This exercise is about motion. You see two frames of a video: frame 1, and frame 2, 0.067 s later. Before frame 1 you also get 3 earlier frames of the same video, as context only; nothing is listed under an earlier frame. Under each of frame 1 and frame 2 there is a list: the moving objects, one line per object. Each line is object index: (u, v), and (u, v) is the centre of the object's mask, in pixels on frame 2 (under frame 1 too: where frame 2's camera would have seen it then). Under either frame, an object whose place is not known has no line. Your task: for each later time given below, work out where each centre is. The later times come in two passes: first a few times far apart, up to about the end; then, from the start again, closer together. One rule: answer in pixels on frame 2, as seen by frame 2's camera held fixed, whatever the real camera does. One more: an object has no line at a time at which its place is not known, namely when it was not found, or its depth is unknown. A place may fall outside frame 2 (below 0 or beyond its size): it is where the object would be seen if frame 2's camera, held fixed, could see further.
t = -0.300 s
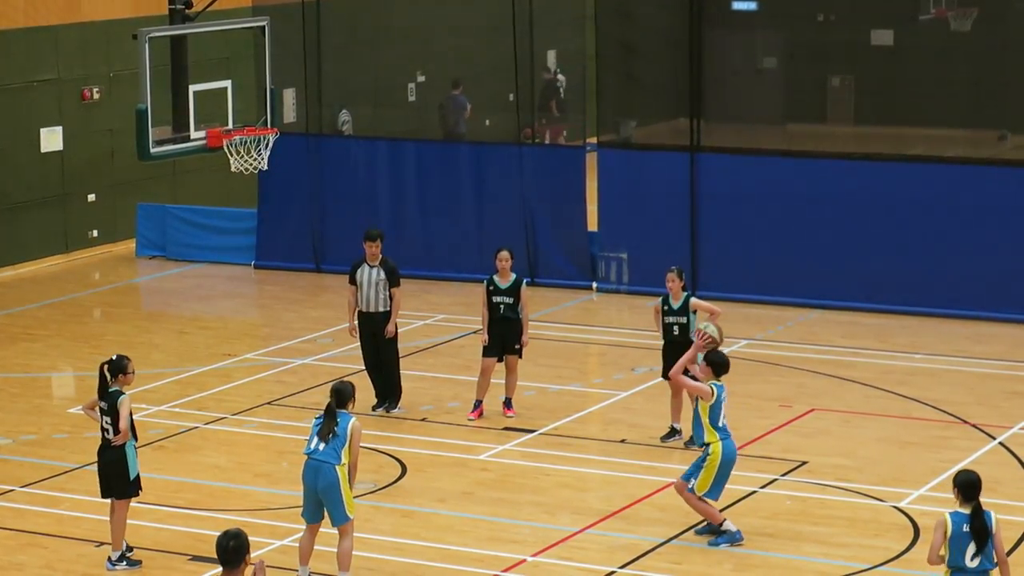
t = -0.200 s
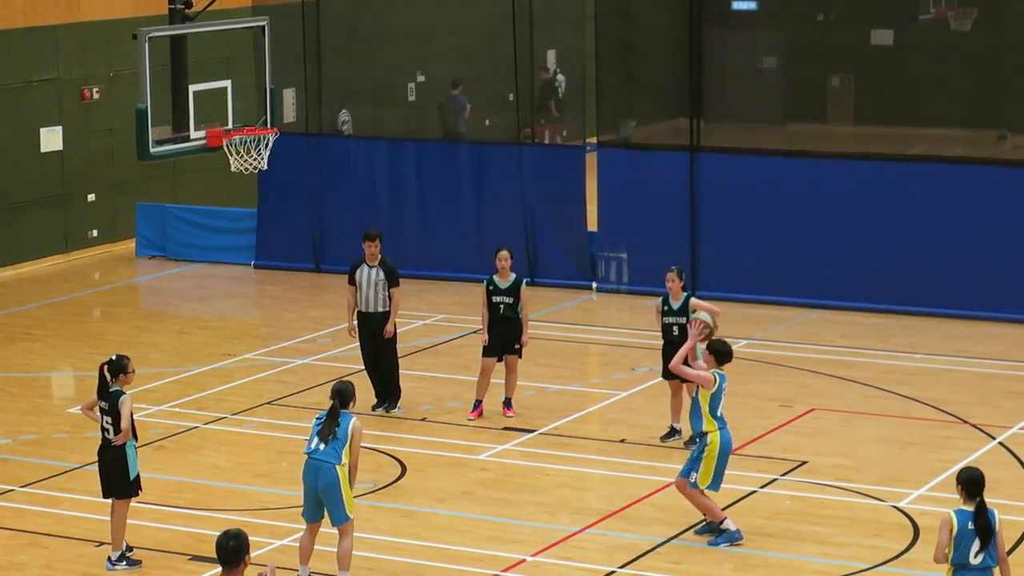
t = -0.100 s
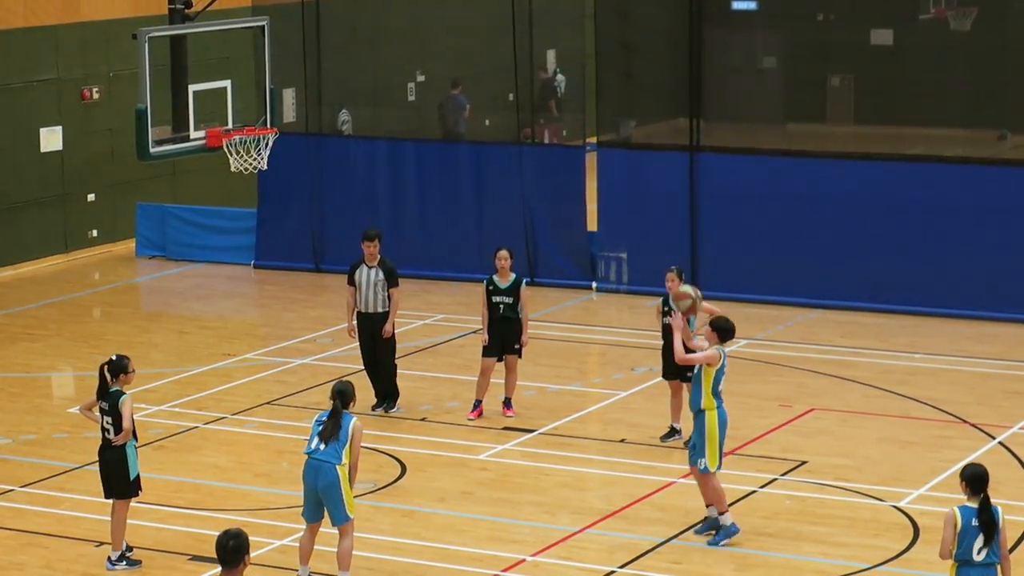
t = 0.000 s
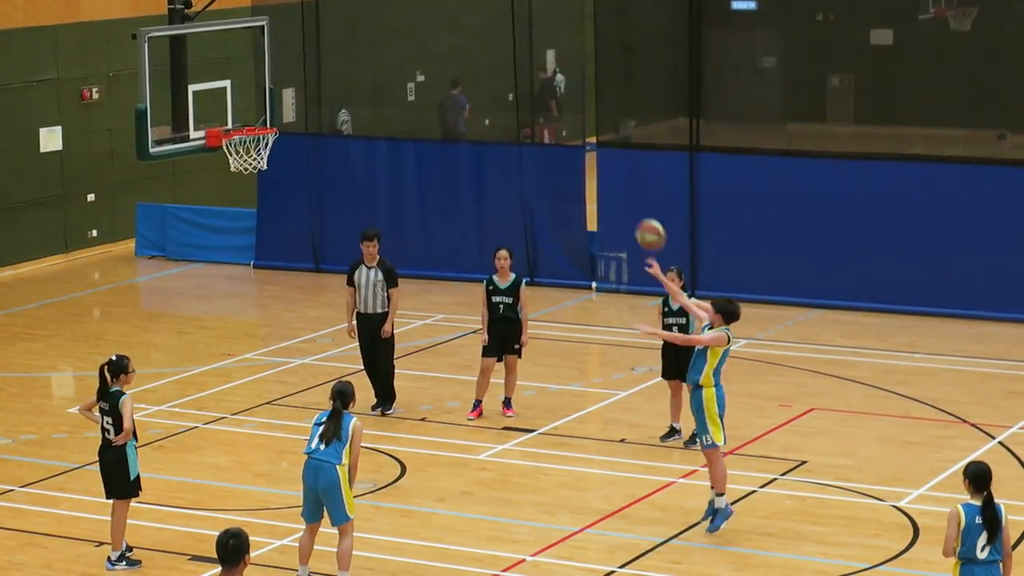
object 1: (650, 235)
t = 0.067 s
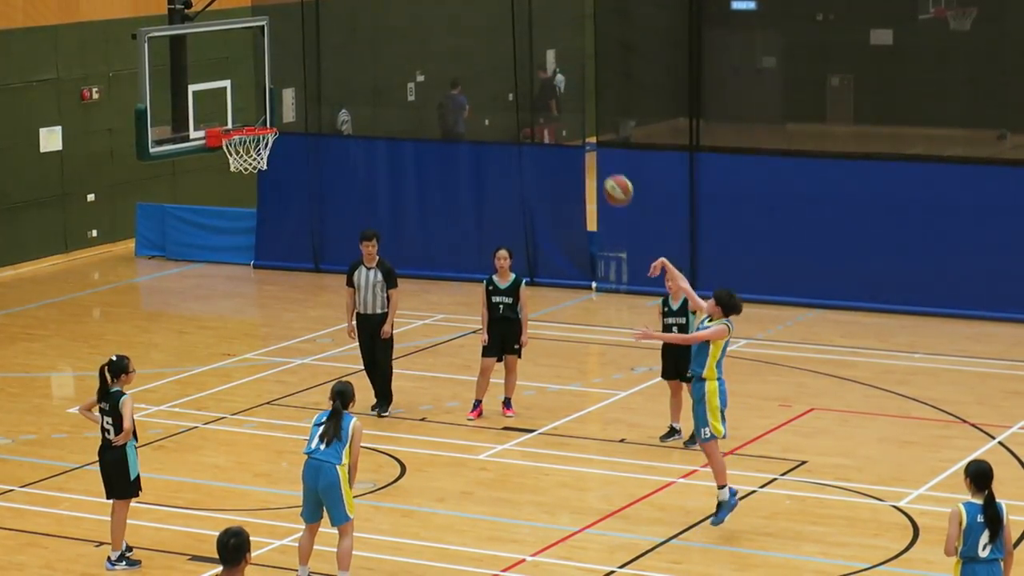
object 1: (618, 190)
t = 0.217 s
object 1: (545, 111)
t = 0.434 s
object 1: (447, 48)
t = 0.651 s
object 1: (355, 41)
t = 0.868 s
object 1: (268, 88)
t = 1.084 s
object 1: (249, 140)
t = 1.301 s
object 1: (222, 171)
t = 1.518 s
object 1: (210, 241)
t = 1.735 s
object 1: (201, 364)
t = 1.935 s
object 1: (195, 439)
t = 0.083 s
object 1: (610, 179)
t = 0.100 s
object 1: (602, 169)
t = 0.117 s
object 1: (593, 159)
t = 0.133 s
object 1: (585, 151)
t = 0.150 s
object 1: (577, 142)
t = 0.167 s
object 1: (569, 134)
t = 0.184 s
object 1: (561, 126)
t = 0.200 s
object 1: (553, 119)
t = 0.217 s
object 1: (545, 111)
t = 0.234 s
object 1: (538, 105)
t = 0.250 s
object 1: (530, 98)
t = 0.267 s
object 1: (522, 92)
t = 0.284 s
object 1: (515, 86)
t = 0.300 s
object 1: (507, 81)
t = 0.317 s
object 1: (499, 75)
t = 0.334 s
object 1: (492, 70)
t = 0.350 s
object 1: (484, 66)
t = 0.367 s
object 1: (477, 62)
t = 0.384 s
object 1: (469, 58)
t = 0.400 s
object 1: (462, 54)
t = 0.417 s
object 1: (454, 51)
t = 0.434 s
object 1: (447, 48)
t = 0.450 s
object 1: (439, 46)
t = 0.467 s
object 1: (432, 44)
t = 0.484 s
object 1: (425, 42)
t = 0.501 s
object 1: (417, 40)
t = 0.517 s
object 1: (410, 39)
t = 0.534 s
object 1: (403, 39)
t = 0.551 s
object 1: (396, 38)
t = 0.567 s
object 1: (389, 38)
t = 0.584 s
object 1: (382, 38)
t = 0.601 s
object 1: (375, 38)
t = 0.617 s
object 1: (368, 39)
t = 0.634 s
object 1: (361, 40)
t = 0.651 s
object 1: (355, 41)
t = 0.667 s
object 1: (347, 43)
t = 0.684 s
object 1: (340, 45)
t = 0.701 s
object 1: (334, 48)
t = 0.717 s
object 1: (327, 51)
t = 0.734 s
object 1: (320, 54)
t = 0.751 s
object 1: (314, 57)
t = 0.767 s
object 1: (307, 61)
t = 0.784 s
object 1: (301, 64)
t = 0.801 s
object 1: (294, 69)
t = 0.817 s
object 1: (287, 73)
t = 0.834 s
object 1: (281, 78)
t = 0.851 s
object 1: (275, 83)
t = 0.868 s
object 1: (268, 88)
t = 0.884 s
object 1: (262, 94)
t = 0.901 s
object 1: (255, 100)
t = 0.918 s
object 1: (249, 107)
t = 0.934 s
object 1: (244, 113)
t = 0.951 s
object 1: (237, 120)
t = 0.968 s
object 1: (231, 124)
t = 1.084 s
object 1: (249, 140)
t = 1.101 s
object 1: (245, 142)
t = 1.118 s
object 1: (239, 146)
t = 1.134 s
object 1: (237, 148)
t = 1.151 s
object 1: (234, 148)
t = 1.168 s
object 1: (231, 149)
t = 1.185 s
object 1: (232, 153)
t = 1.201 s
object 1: (229, 157)
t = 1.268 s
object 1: (224, 168)
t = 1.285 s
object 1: (224, 170)
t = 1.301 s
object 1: (222, 171)
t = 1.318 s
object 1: (221, 175)
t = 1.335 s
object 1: (220, 178)
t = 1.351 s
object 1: (219, 183)
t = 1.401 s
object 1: (216, 197)
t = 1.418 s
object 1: (216, 202)
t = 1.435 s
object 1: (215, 208)
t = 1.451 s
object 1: (215, 213)
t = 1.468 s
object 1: (213, 220)
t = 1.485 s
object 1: (212, 226)
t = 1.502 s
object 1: (212, 233)
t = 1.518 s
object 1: (210, 241)
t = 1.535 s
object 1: (210, 249)
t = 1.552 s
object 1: (209, 257)
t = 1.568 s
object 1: (208, 265)
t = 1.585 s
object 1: (207, 273)
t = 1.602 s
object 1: (206, 282)
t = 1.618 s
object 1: (205, 292)
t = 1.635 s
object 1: (205, 302)
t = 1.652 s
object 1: (204, 311)
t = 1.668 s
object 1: (203, 321)
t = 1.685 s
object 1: (203, 331)
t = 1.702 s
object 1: (202, 342)
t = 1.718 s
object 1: (201, 353)
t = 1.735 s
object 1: (201, 364)
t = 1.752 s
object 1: (201, 374)
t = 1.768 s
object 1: (200, 385)
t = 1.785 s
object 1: (199, 398)
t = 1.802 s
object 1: (198, 410)
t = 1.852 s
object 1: (196, 448)
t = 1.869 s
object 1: (195, 463)
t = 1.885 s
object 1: (195, 470)
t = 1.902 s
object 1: (195, 459)
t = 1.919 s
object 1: (195, 449)
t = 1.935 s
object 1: (195, 439)
